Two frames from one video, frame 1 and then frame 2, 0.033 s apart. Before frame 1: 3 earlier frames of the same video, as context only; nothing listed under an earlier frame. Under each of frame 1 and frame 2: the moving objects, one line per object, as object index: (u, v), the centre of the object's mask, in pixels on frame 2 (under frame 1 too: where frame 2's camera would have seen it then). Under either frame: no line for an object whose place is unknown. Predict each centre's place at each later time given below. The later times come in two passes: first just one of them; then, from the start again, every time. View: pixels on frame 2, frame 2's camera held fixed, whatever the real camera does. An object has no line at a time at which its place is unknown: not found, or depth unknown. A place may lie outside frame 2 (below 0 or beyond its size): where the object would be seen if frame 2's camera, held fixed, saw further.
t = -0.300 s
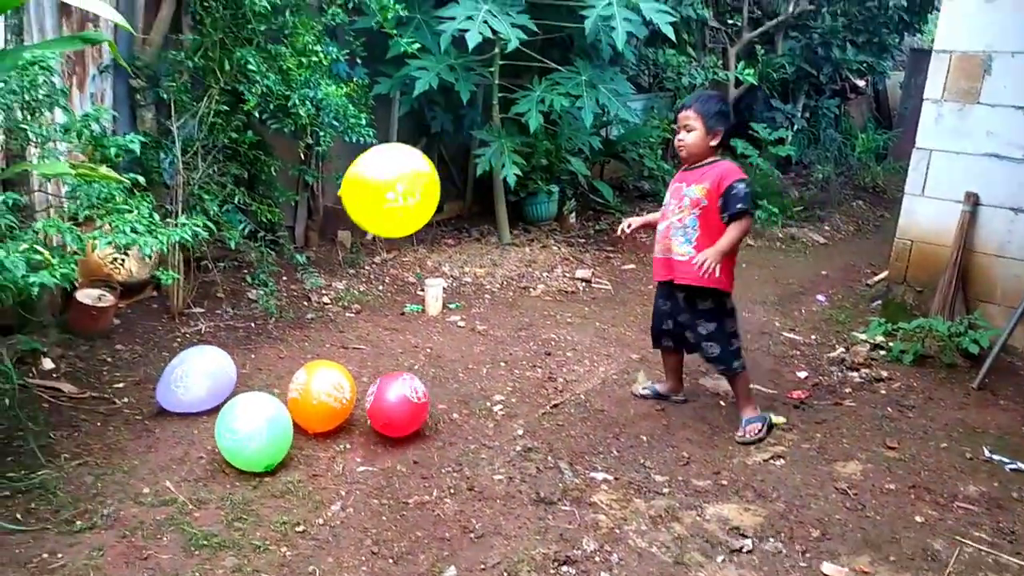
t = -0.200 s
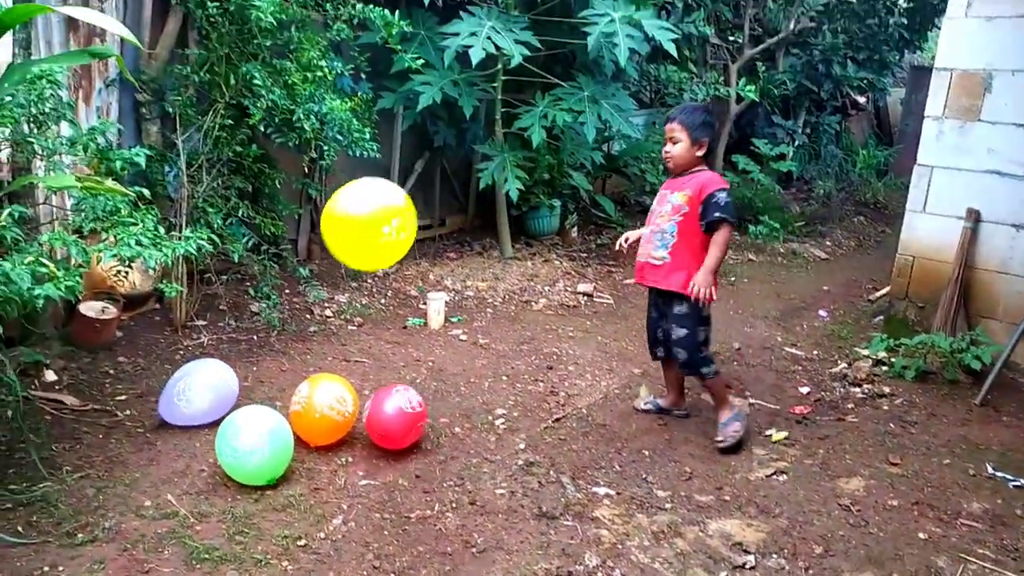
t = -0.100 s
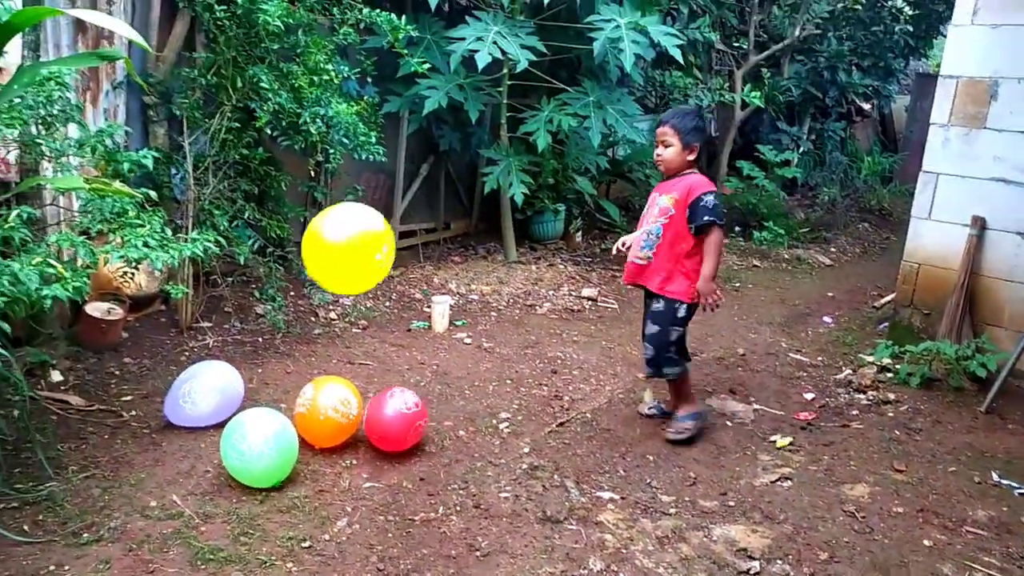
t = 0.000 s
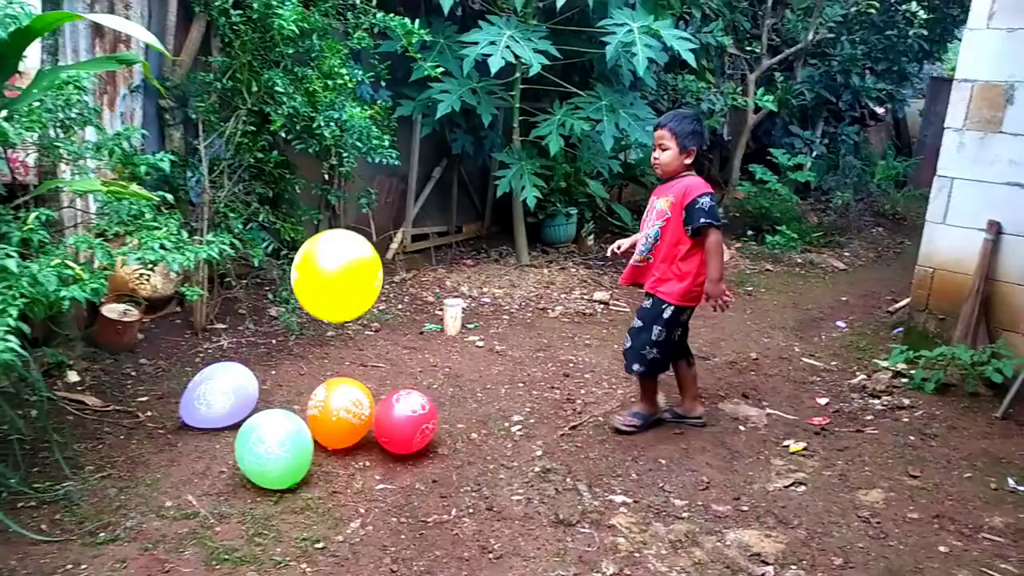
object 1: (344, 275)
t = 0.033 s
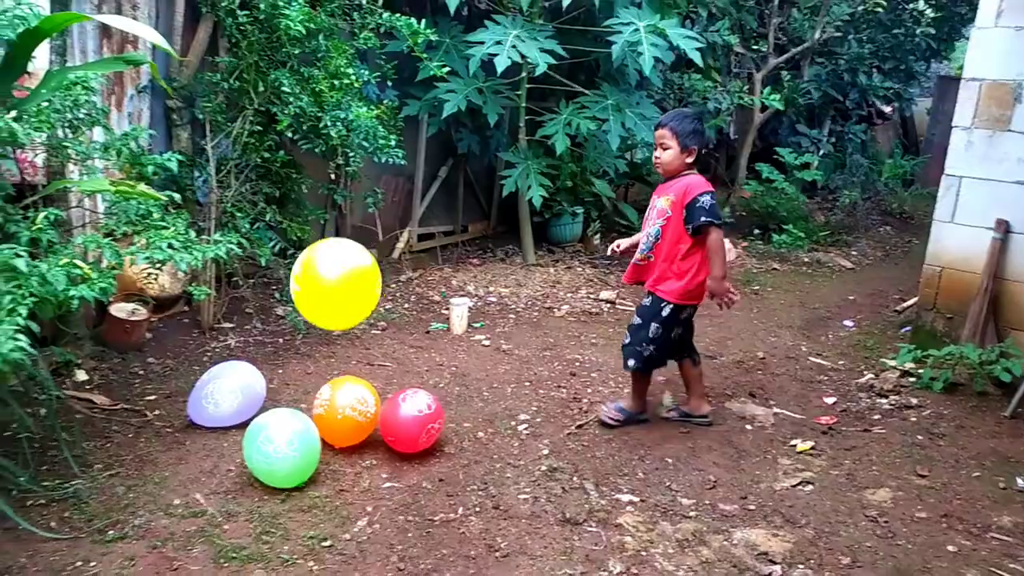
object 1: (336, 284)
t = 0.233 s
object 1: (295, 343)
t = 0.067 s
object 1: (328, 293)
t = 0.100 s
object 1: (321, 302)
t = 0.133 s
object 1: (314, 312)
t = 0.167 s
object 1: (307, 323)
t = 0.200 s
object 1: (301, 333)
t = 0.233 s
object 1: (295, 343)
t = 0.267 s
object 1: (290, 354)
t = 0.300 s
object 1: (283, 364)
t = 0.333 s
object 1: (277, 375)
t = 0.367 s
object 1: (269, 391)
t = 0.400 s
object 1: (267, 396)
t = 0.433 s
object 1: (262, 408)
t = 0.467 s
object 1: (257, 418)
